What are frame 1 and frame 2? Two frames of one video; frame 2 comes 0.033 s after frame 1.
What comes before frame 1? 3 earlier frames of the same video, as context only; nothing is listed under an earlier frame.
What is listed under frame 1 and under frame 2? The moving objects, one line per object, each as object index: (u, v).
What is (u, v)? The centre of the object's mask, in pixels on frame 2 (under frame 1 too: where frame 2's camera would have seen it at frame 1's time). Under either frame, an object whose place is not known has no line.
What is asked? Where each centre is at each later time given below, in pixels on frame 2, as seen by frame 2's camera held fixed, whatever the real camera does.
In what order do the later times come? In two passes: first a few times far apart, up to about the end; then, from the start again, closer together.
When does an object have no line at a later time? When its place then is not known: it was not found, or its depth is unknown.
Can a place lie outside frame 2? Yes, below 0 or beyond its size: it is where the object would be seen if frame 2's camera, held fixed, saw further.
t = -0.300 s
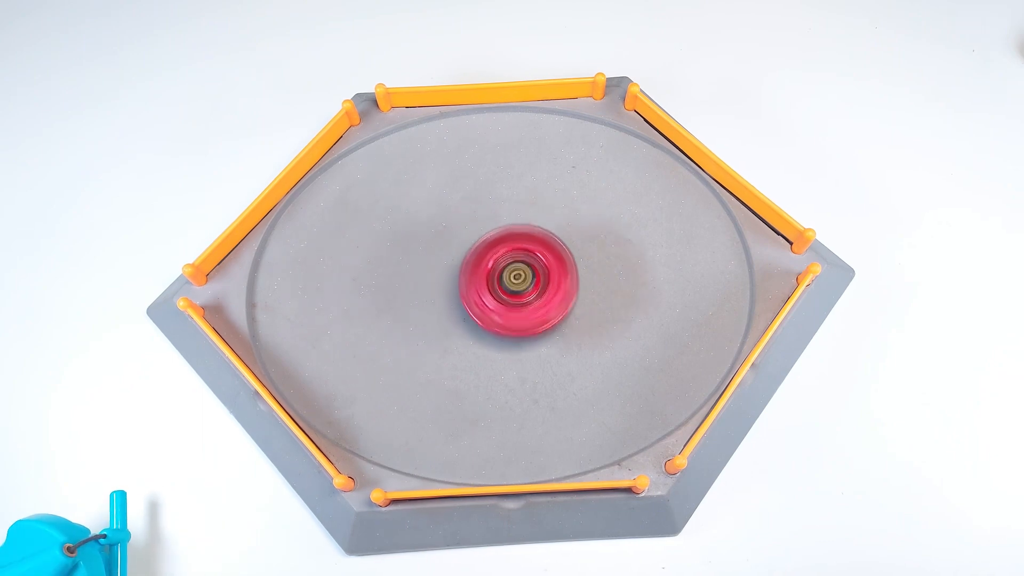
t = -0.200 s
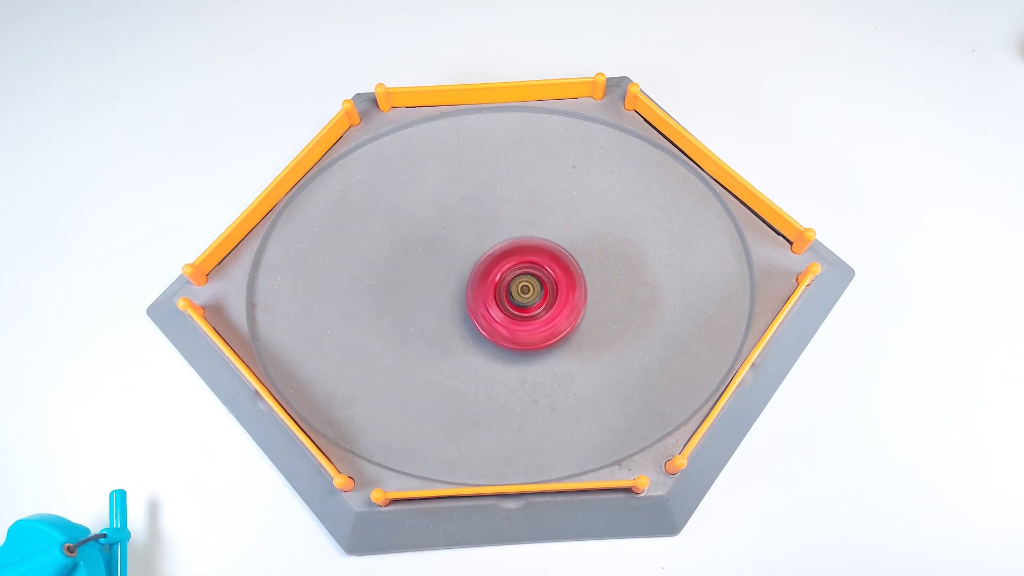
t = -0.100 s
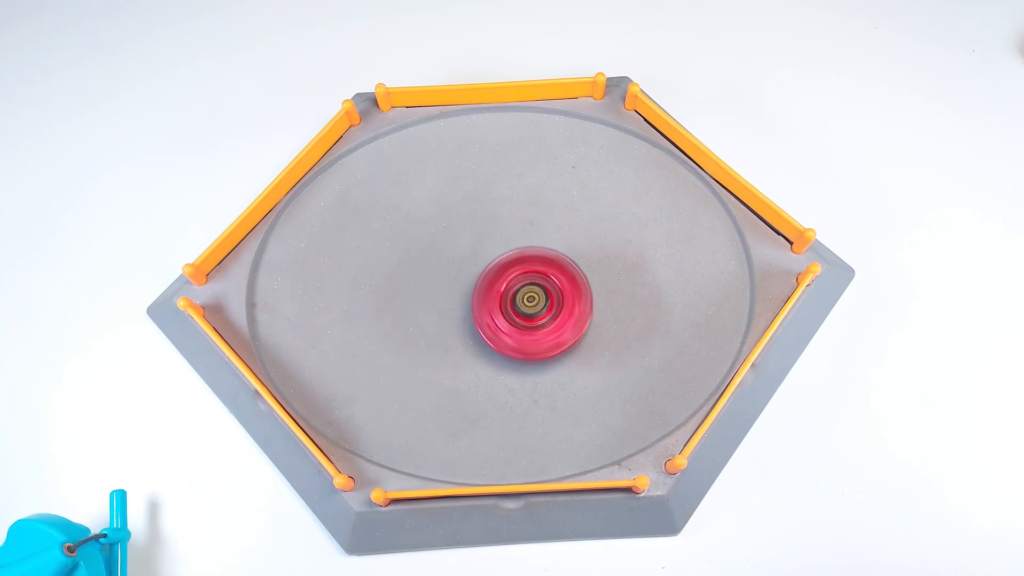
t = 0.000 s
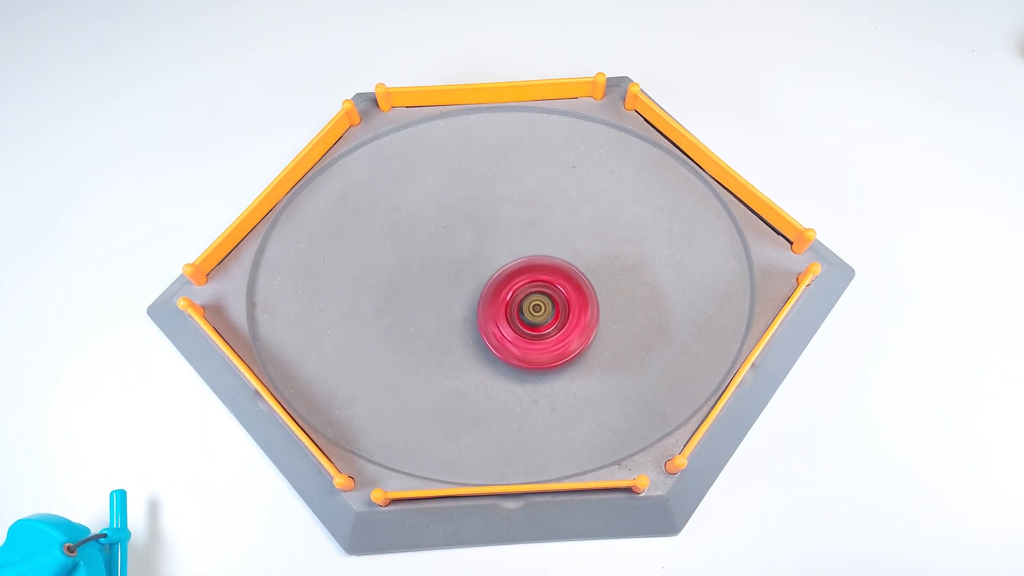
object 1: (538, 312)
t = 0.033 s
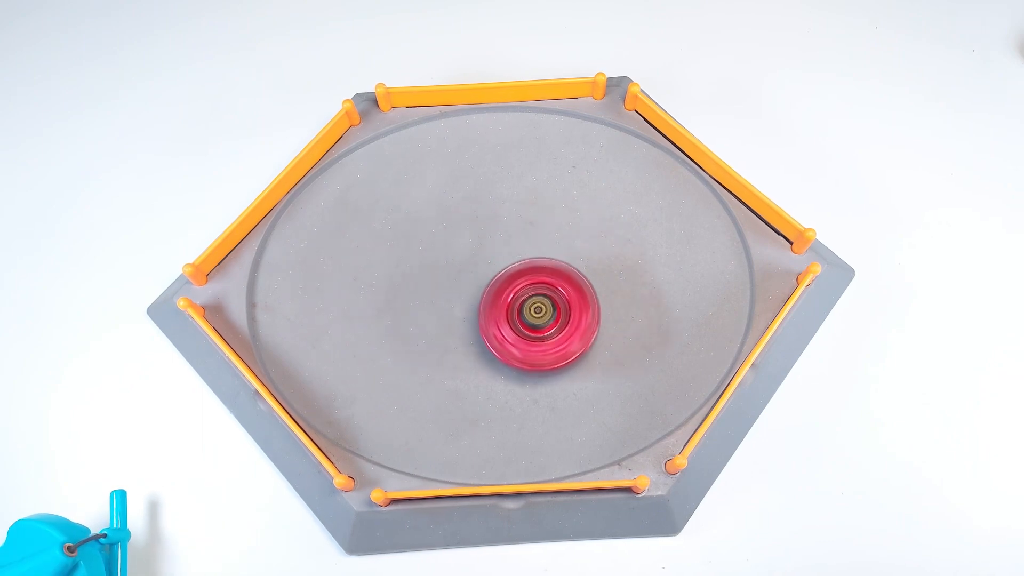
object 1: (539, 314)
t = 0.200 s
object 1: (546, 319)
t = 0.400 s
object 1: (542, 319)
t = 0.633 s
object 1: (538, 316)
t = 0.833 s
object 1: (524, 311)
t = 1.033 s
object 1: (510, 308)
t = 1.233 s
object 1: (496, 302)
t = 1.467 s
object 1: (480, 286)
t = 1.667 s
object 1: (470, 267)
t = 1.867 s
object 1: (468, 257)
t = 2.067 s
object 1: (467, 260)
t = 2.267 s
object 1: (468, 263)
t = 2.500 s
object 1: (470, 279)
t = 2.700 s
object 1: (467, 294)
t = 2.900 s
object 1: (467, 313)
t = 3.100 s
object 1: (468, 321)
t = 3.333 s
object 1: (473, 319)
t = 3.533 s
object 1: (477, 316)
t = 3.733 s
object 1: (478, 304)
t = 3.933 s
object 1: (470, 285)
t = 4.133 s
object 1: (461, 269)
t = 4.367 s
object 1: (458, 262)
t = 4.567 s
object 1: (455, 265)
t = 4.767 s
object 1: (459, 273)
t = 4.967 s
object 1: (462, 287)
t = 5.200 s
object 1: (469, 304)
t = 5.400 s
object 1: (477, 320)
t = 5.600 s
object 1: (487, 326)
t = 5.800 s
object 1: (496, 326)
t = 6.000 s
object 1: (501, 316)
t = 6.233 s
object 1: (501, 302)
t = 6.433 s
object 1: (500, 290)
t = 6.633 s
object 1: (497, 283)
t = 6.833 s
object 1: (498, 283)
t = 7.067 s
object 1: (493, 286)
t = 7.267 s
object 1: (487, 292)
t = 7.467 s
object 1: (482, 304)
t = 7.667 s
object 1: (480, 319)
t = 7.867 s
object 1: (487, 325)
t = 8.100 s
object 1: (492, 321)
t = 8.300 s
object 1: (492, 312)
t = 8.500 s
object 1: (486, 298)
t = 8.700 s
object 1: (475, 282)
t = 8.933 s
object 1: (461, 264)
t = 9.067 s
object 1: (454, 261)
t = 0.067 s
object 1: (540, 315)
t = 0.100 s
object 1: (542, 316)
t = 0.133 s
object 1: (543, 317)
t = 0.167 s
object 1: (545, 318)
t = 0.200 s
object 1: (546, 319)
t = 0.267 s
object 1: (545, 321)
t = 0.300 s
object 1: (544, 321)
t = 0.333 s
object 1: (543, 321)
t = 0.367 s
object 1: (542, 320)
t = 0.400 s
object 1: (542, 319)
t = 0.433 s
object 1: (542, 319)
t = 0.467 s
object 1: (542, 318)
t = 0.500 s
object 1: (542, 318)
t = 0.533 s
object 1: (542, 318)
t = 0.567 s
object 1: (541, 317)
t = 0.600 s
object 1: (539, 317)
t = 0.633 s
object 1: (538, 316)
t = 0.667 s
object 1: (535, 315)
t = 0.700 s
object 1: (533, 314)
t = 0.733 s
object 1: (531, 313)
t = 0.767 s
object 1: (528, 312)
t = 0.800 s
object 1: (526, 311)
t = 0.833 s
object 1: (524, 311)
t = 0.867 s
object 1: (522, 311)
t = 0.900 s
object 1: (520, 311)
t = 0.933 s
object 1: (518, 310)
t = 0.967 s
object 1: (515, 310)
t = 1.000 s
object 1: (512, 309)
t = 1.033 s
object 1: (510, 308)
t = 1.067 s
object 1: (508, 307)
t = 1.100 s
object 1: (506, 306)
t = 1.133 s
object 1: (503, 306)
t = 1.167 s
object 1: (501, 305)
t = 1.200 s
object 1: (498, 304)
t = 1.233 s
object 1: (496, 302)
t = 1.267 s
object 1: (494, 300)
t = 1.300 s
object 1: (492, 298)
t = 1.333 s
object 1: (489, 296)
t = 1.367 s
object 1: (487, 294)
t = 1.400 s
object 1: (485, 291)
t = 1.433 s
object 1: (483, 289)
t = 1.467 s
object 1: (480, 286)
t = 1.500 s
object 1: (478, 283)
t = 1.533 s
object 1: (476, 280)
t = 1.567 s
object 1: (475, 276)
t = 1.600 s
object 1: (473, 273)
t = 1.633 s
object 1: (472, 270)
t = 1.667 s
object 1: (470, 267)
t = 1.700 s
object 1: (469, 265)
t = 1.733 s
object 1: (469, 262)
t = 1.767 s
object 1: (468, 260)
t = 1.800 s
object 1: (468, 258)
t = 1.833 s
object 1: (468, 257)
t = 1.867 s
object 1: (468, 257)
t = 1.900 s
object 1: (468, 257)
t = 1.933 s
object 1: (469, 257)
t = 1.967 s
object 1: (468, 258)
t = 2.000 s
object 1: (468, 259)
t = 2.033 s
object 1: (468, 259)
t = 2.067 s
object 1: (467, 260)
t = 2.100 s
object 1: (467, 260)
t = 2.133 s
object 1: (466, 259)
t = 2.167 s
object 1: (467, 259)
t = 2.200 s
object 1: (467, 260)
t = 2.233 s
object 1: (468, 262)
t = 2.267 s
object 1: (468, 263)
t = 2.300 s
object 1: (467, 265)
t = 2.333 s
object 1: (468, 267)
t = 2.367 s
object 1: (469, 269)
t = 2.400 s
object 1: (470, 271)
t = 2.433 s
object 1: (470, 274)
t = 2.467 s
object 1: (470, 276)
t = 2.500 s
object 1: (470, 279)
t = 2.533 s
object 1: (470, 282)
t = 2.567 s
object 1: (469, 284)
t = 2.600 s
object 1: (468, 287)
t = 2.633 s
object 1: (467, 289)
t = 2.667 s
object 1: (466, 291)
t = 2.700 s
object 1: (467, 294)
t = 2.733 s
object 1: (467, 297)
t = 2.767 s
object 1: (468, 300)
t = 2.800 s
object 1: (468, 304)
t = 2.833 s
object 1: (467, 307)
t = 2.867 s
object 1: (467, 310)
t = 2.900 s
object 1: (467, 313)
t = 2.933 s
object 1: (466, 315)
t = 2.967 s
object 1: (466, 317)
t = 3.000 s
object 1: (466, 319)
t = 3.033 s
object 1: (466, 320)
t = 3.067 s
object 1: (467, 320)
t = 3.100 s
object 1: (468, 321)
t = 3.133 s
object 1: (469, 321)
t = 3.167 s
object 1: (470, 321)
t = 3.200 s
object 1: (470, 321)
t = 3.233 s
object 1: (471, 320)
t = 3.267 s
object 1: (472, 320)
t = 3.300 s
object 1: (472, 320)
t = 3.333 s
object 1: (473, 319)
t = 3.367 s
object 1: (473, 319)
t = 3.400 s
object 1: (474, 319)
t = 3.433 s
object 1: (475, 319)
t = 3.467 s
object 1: (475, 319)
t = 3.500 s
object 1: (476, 318)
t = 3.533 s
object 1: (477, 316)
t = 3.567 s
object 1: (478, 315)
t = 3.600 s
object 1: (478, 312)
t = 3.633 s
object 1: (479, 310)
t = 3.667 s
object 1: (480, 308)
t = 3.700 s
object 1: (479, 306)
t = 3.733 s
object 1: (478, 304)
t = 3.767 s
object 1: (476, 301)
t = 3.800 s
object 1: (475, 298)
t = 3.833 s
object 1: (473, 295)
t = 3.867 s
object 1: (472, 291)
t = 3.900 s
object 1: (471, 288)
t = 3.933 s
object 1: (470, 285)
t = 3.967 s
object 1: (469, 282)
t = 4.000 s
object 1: (467, 280)
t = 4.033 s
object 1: (465, 277)
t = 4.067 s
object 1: (464, 274)
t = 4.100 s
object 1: (462, 272)
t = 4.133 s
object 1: (461, 269)
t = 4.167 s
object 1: (459, 267)
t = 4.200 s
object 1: (459, 265)
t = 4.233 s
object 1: (459, 264)
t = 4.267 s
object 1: (458, 263)
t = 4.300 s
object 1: (458, 263)
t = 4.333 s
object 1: (458, 262)
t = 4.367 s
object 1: (458, 262)
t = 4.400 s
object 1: (458, 263)
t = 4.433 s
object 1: (458, 263)
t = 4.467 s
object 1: (458, 264)
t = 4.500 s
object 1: (457, 265)
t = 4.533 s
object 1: (456, 265)
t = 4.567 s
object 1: (455, 265)
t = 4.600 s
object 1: (456, 265)
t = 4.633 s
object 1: (456, 265)
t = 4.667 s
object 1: (458, 267)
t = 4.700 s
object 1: (458, 269)
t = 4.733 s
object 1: (458, 271)
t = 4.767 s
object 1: (459, 273)
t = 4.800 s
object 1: (459, 275)
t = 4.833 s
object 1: (459, 277)
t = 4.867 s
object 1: (460, 279)
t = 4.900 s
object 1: (461, 281)
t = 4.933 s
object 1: (462, 284)
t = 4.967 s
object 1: (462, 287)
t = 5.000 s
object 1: (463, 289)
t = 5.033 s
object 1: (464, 292)
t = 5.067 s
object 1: (464, 294)
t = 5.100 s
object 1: (465, 297)
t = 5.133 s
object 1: (467, 299)
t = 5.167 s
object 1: (468, 301)
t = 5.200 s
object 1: (469, 304)
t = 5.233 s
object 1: (470, 307)
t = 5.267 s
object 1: (472, 310)
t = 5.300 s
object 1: (472, 313)
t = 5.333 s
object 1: (474, 315)
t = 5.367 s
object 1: (475, 318)
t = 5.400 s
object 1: (477, 320)
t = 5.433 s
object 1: (479, 322)
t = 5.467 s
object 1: (480, 324)
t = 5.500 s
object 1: (482, 325)
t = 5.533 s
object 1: (483, 326)
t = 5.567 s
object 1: (485, 326)
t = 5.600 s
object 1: (487, 326)
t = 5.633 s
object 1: (489, 327)
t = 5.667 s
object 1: (490, 327)
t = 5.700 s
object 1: (491, 327)
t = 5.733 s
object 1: (493, 327)
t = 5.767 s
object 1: (494, 326)
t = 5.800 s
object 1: (496, 326)
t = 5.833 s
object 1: (497, 324)
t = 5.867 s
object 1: (498, 323)
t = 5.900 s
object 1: (499, 321)
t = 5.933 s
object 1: (500, 319)
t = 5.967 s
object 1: (501, 317)
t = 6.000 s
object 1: (501, 316)
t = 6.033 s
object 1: (502, 314)
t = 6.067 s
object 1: (502, 312)
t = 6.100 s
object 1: (502, 310)
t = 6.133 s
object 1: (501, 308)
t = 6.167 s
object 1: (501, 306)
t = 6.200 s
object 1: (501, 304)
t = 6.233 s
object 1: (501, 302)
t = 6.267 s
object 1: (501, 299)
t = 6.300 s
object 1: (501, 297)
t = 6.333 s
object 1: (502, 295)
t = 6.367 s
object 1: (501, 294)
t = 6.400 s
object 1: (500, 292)
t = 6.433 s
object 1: (500, 290)
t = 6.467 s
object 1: (499, 289)
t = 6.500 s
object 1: (499, 288)
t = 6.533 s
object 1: (498, 287)
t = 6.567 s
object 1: (498, 285)
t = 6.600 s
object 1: (497, 284)
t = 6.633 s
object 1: (497, 283)
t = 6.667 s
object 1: (497, 283)
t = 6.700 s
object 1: (497, 282)
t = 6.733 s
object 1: (497, 282)
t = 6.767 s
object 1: (497, 282)
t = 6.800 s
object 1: (498, 282)
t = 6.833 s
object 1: (498, 283)
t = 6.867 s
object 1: (499, 283)
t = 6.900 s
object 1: (498, 284)
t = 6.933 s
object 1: (497, 285)
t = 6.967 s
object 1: (496, 286)
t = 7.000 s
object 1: (494, 286)
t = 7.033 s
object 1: (494, 286)
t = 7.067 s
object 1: (493, 286)
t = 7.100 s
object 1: (493, 287)
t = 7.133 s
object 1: (491, 287)
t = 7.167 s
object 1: (490, 288)
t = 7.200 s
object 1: (489, 289)
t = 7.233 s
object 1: (488, 291)
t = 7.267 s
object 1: (487, 292)
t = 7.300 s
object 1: (486, 294)
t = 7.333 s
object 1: (485, 296)
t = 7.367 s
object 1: (484, 298)
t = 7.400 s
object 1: (483, 300)
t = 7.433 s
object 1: (482, 302)
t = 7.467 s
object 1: (482, 304)
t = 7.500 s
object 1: (481, 305)
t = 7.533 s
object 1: (481, 308)
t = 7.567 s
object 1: (480, 311)
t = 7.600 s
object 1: (479, 314)
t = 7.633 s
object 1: (479, 316)
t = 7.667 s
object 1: (480, 319)
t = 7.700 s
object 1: (481, 320)
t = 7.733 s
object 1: (482, 321)
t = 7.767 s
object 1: (484, 322)
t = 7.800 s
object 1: (485, 323)
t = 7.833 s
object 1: (486, 324)
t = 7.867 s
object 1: (487, 325)
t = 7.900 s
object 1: (487, 325)
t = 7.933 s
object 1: (488, 325)
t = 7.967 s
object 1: (489, 325)
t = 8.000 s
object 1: (490, 324)
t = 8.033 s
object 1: (491, 323)
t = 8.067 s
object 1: (491, 322)
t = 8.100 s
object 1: (492, 321)
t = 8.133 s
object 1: (493, 319)
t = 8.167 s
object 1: (493, 318)
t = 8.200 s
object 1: (493, 317)
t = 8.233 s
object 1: (492, 315)
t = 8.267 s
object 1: (492, 313)
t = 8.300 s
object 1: (492, 312)
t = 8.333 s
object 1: (491, 310)
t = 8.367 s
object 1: (490, 307)
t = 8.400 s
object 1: (489, 305)
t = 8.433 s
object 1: (488, 302)
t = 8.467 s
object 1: (488, 300)
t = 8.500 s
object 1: (486, 298)
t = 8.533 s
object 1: (485, 297)
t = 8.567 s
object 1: (483, 294)
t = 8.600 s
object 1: (481, 292)
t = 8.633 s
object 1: (479, 289)
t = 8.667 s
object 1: (477, 286)
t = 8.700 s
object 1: (475, 282)
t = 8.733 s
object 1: (473, 279)
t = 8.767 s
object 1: (471, 276)
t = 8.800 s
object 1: (470, 273)
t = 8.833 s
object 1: (468, 270)
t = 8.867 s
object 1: (465, 268)
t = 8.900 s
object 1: (463, 265)
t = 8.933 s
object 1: (461, 264)
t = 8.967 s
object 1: (459, 262)
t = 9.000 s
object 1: (458, 261)
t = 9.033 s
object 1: (456, 261)
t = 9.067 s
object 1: (454, 261)
